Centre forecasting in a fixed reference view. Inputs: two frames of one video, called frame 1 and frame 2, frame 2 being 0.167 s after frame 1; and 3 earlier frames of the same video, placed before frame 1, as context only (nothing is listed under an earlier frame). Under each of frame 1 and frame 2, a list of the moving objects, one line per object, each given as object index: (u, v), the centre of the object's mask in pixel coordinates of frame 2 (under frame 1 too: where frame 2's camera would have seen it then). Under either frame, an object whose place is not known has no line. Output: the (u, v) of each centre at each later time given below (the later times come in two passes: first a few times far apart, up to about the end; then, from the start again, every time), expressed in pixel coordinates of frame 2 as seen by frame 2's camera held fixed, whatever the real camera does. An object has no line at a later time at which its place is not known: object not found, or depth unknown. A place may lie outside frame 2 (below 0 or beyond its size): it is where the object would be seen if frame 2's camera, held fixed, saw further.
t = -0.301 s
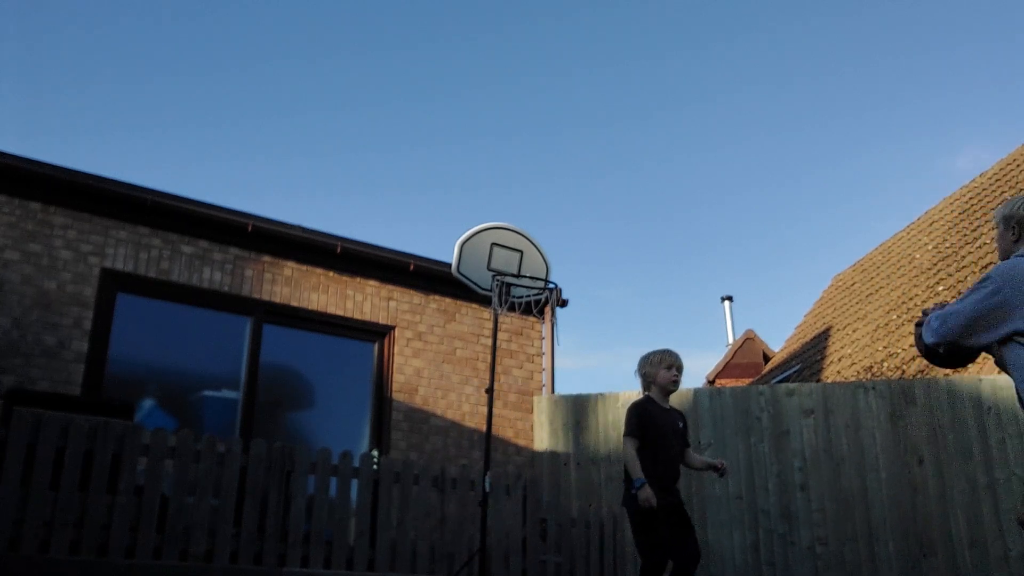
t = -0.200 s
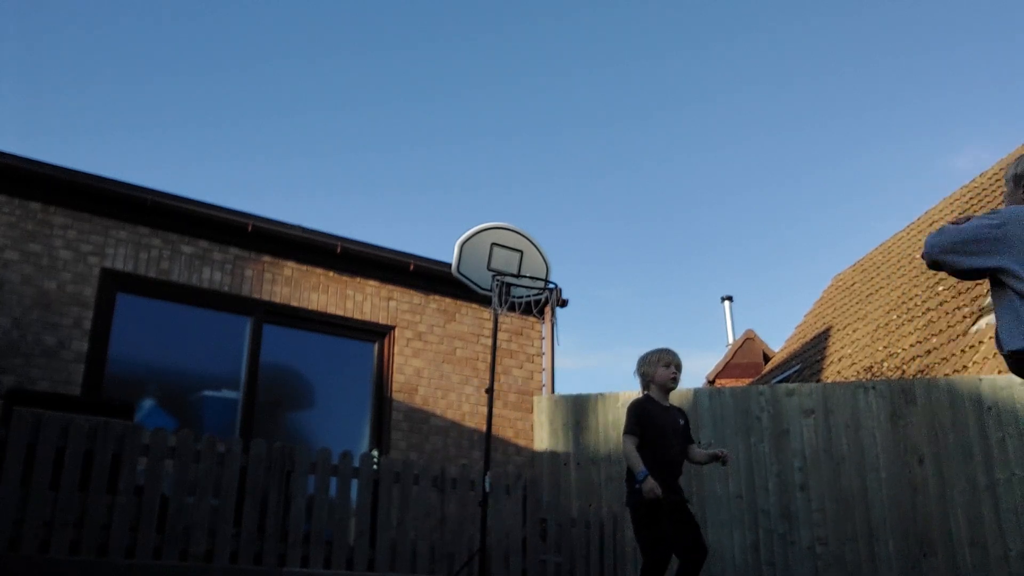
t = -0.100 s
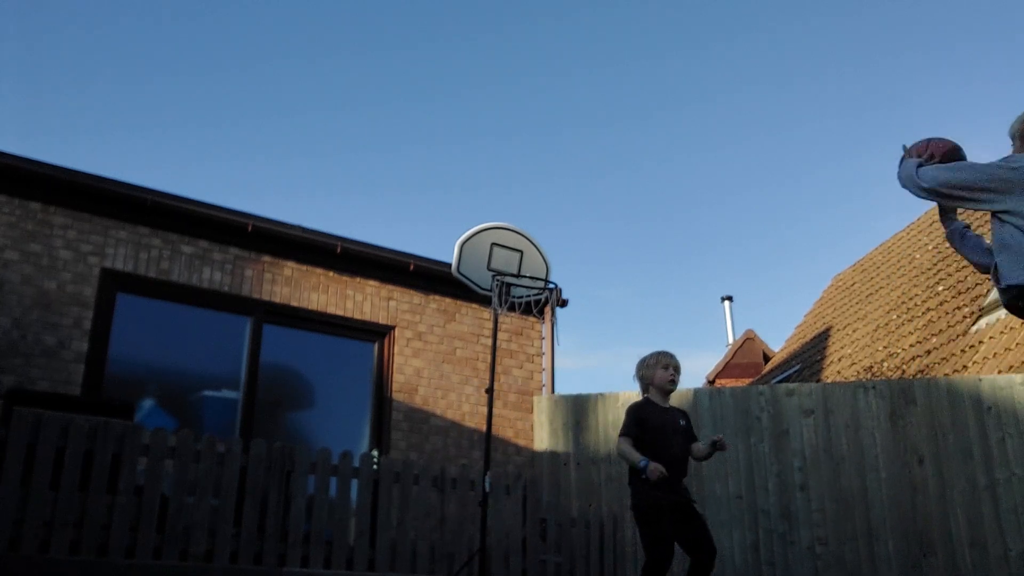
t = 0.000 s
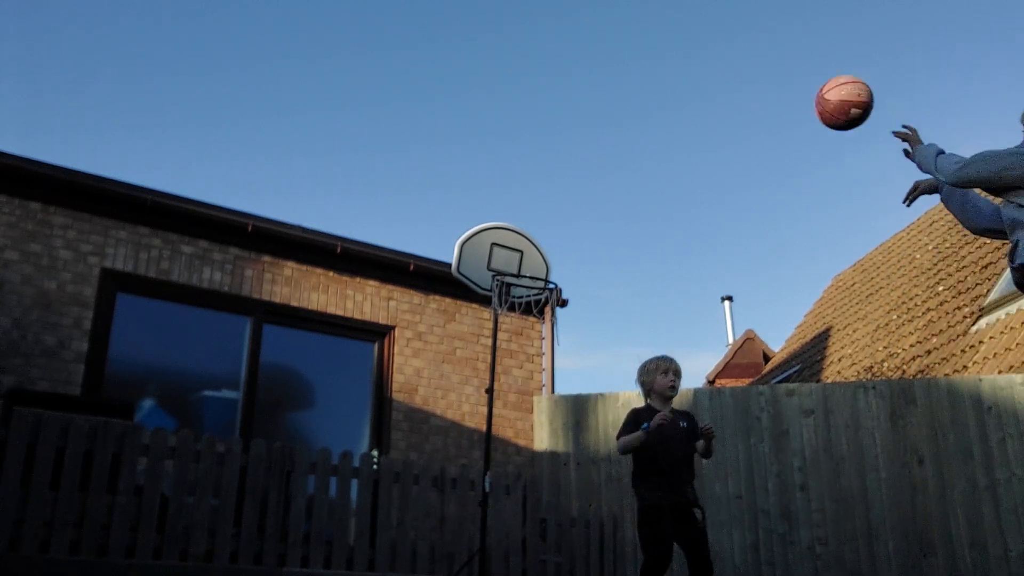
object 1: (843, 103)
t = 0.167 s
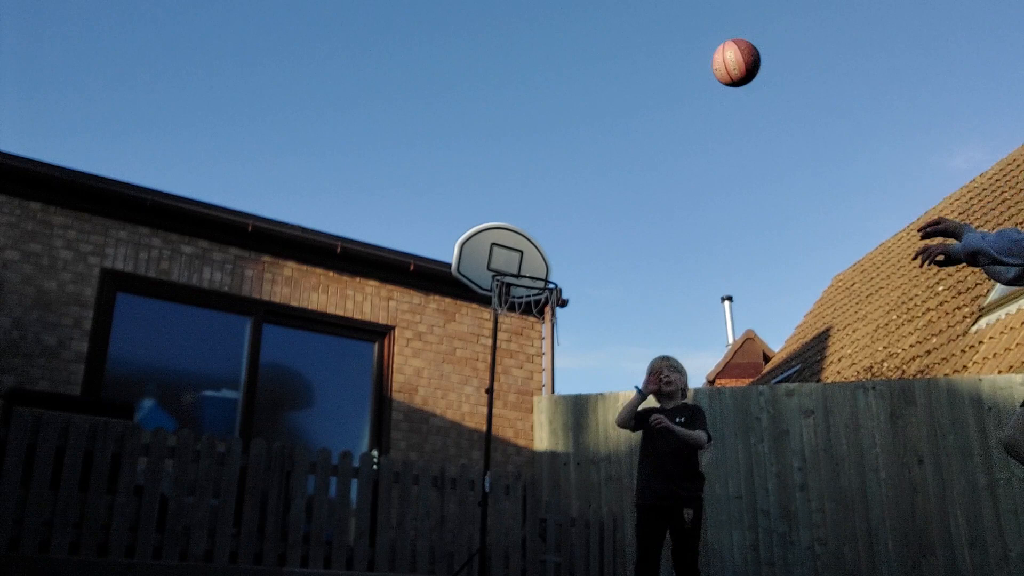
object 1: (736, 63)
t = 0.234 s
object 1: (702, 64)
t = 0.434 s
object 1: (621, 105)
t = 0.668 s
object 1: (551, 216)
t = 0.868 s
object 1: (532, 236)
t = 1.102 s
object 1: (544, 211)
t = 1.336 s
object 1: (556, 262)
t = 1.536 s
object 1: (594, 299)
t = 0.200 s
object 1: (718, 62)
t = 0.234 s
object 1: (702, 64)
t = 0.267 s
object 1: (687, 67)
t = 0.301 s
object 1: (672, 71)
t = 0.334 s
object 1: (658, 78)
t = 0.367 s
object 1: (645, 86)
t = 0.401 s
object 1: (633, 95)
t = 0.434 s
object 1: (621, 105)
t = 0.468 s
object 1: (610, 117)
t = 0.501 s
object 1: (600, 131)
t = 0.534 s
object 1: (589, 146)
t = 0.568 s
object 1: (579, 161)
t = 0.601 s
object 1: (570, 178)
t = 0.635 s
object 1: (561, 196)
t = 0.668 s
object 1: (551, 216)
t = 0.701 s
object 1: (543, 236)
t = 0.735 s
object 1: (534, 259)
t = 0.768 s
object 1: (528, 269)
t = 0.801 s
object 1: (529, 257)
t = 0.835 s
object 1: (531, 245)
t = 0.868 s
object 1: (532, 236)
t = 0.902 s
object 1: (534, 228)
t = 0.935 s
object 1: (536, 221)
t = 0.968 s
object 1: (537, 216)
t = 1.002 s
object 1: (539, 213)
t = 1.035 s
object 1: (541, 211)
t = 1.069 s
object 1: (542, 210)
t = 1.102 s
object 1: (544, 211)
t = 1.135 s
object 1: (546, 214)
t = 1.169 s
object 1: (547, 218)
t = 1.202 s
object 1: (549, 224)
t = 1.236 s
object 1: (551, 231)
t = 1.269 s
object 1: (553, 240)
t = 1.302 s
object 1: (555, 250)
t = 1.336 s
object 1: (556, 262)
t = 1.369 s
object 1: (560, 275)
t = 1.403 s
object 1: (566, 278)
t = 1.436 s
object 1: (572, 281)
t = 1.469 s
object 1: (579, 286)
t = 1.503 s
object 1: (586, 292)
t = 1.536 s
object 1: (594, 299)
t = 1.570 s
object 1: (601, 308)
